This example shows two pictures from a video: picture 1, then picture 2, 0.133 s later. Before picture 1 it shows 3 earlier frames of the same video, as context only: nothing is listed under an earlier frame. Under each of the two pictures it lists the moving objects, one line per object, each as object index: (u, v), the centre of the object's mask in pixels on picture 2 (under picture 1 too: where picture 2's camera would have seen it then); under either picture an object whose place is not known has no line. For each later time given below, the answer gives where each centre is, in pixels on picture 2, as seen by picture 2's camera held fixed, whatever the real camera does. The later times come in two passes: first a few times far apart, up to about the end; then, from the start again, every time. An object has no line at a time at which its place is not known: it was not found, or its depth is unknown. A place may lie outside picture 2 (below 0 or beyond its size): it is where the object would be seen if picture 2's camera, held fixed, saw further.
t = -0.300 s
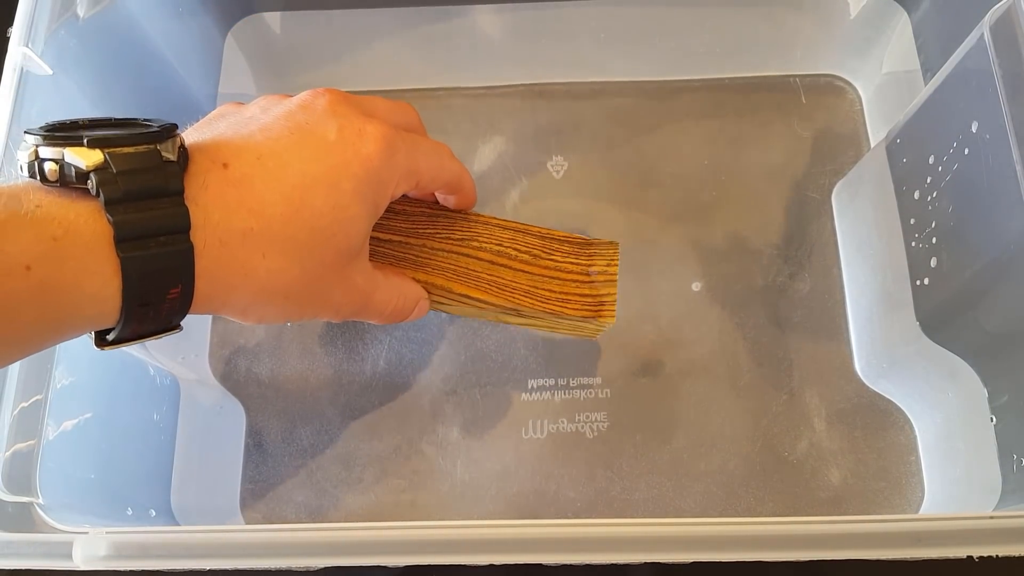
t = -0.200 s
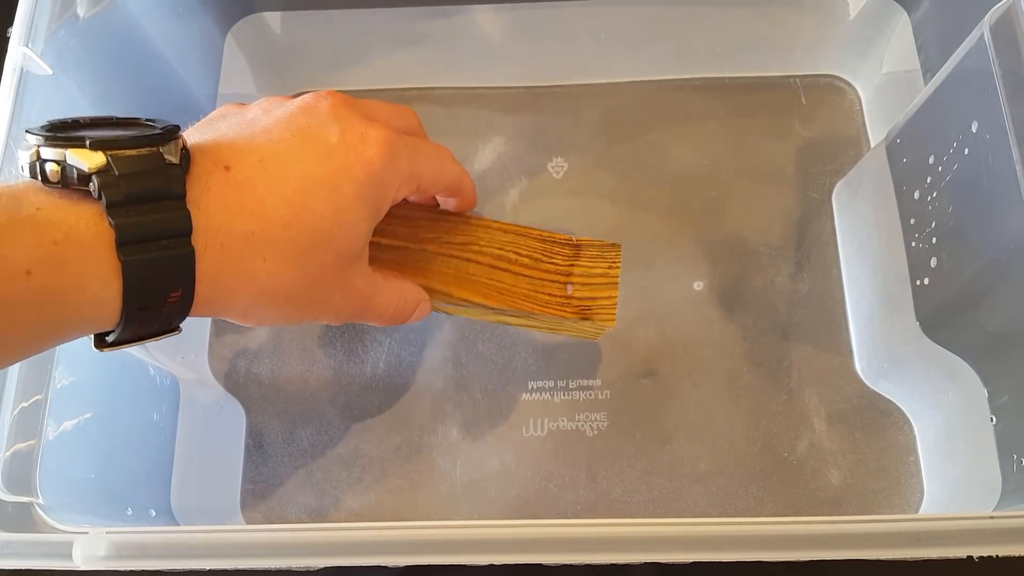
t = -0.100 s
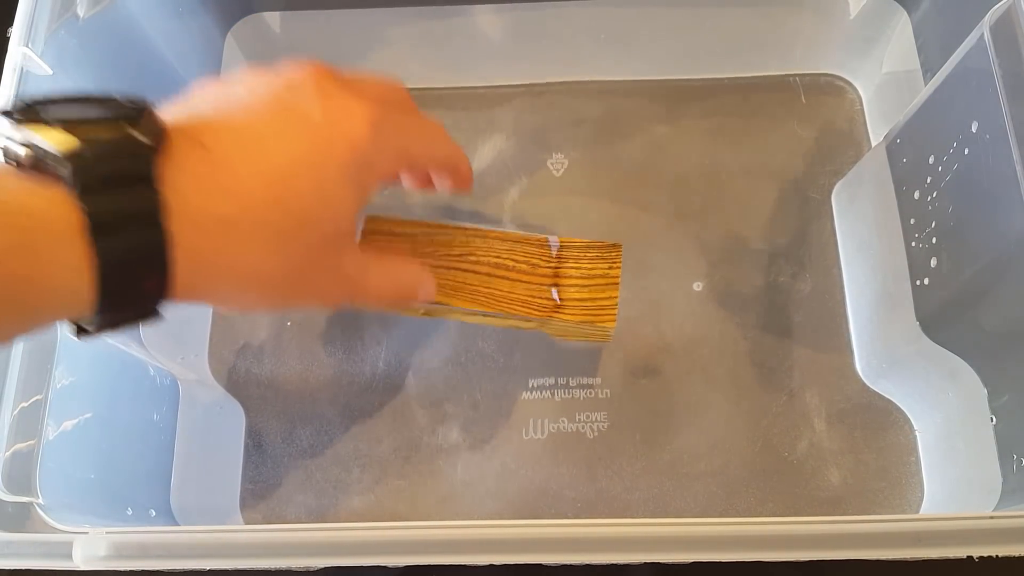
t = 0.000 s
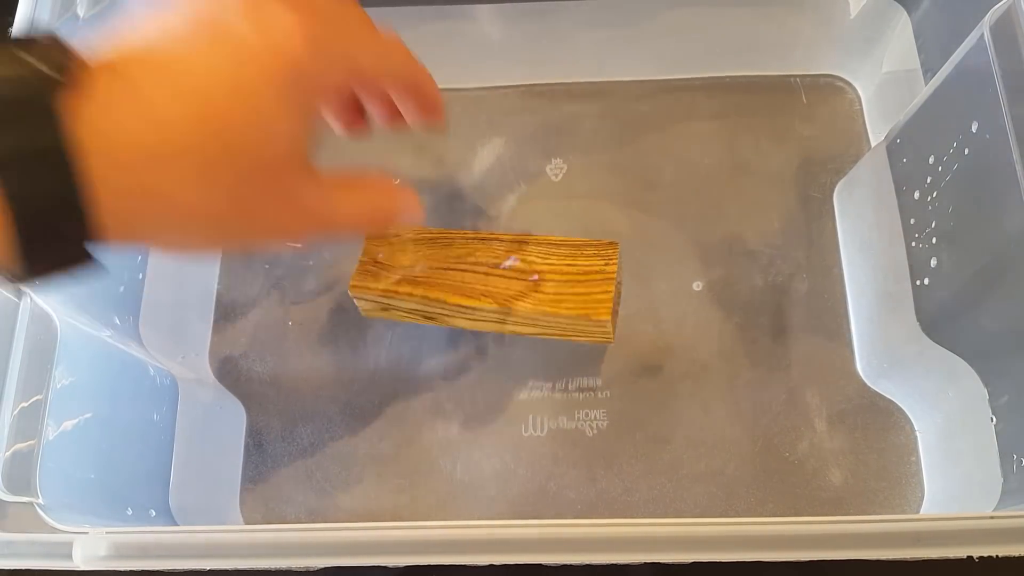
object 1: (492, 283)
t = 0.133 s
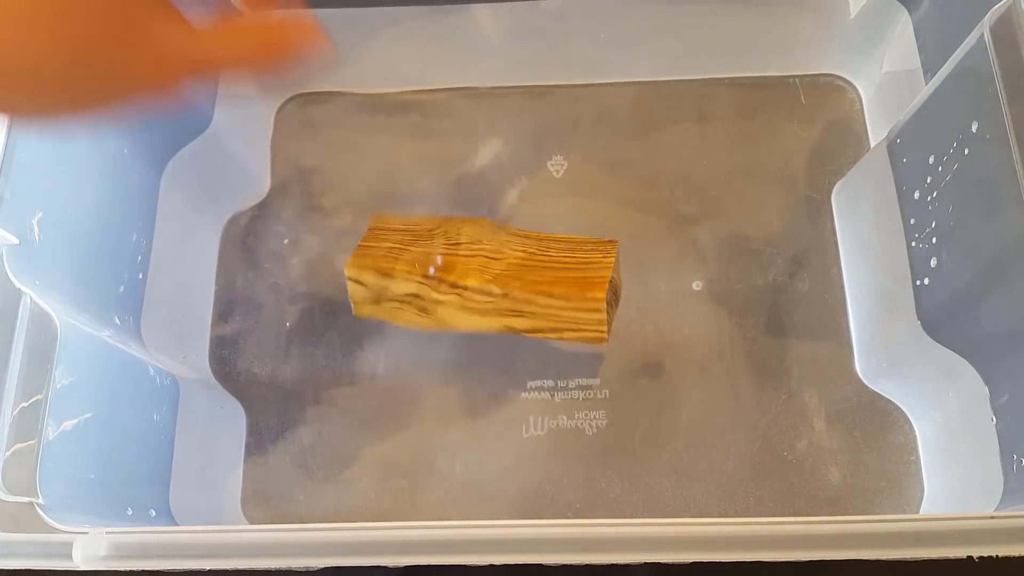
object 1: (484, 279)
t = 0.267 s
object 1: (486, 280)
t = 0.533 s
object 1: (477, 289)
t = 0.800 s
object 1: (468, 304)
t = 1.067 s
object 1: (462, 312)
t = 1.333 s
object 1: (458, 314)
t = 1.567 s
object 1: (458, 315)
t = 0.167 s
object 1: (485, 279)
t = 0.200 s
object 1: (487, 279)
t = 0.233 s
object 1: (487, 279)
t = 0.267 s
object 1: (486, 280)
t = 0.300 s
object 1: (484, 282)
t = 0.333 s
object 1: (478, 285)
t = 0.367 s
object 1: (480, 286)
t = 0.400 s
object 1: (480, 284)
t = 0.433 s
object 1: (477, 283)
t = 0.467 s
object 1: (475, 285)
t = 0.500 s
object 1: (475, 287)
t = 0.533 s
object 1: (477, 289)
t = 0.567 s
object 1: (476, 290)
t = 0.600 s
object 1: (474, 293)
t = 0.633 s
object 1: (472, 295)
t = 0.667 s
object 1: (472, 297)
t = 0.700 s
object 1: (471, 299)
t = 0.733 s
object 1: (470, 301)
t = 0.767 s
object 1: (468, 302)
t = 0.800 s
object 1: (468, 304)
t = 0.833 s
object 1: (468, 306)
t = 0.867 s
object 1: (467, 307)
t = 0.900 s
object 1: (466, 309)
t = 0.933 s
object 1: (465, 310)
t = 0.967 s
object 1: (464, 310)
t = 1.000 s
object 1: (464, 310)
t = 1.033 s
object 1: (464, 311)
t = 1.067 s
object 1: (462, 312)
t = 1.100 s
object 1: (461, 312)
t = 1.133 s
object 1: (461, 312)
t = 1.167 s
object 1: (461, 313)
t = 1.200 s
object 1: (461, 313)
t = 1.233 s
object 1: (460, 313)
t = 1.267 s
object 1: (459, 313)
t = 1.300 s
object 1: (458, 314)
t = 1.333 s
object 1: (458, 314)
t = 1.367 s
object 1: (459, 315)
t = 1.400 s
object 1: (459, 315)
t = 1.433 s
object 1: (459, 315)
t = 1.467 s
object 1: (458, 315)
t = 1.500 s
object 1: (458, 315)
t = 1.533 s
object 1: (457, 315)
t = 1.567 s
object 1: (458, 315)
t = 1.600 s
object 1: (458, 315)
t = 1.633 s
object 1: (458, 315)
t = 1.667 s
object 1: (459, 315)
